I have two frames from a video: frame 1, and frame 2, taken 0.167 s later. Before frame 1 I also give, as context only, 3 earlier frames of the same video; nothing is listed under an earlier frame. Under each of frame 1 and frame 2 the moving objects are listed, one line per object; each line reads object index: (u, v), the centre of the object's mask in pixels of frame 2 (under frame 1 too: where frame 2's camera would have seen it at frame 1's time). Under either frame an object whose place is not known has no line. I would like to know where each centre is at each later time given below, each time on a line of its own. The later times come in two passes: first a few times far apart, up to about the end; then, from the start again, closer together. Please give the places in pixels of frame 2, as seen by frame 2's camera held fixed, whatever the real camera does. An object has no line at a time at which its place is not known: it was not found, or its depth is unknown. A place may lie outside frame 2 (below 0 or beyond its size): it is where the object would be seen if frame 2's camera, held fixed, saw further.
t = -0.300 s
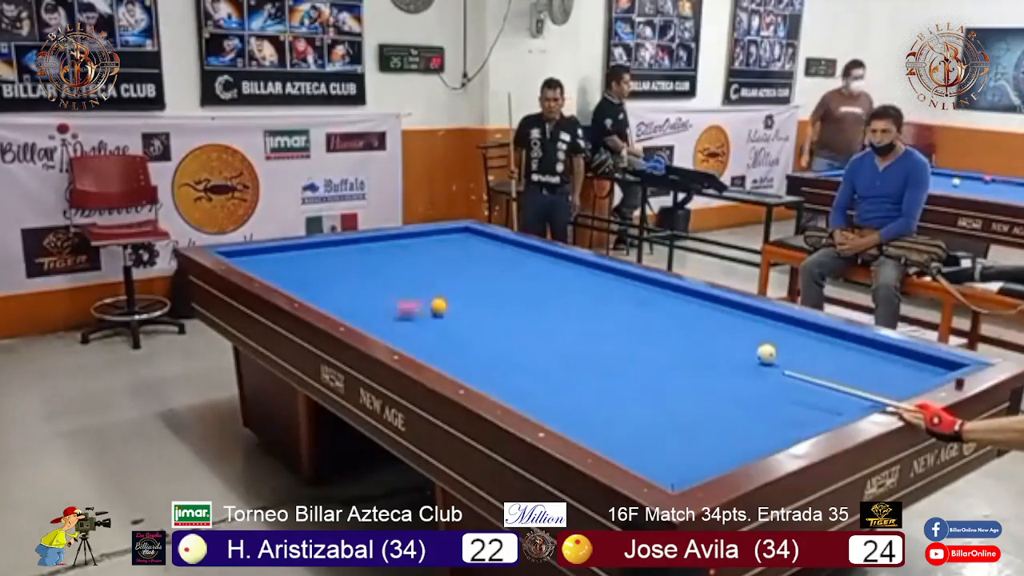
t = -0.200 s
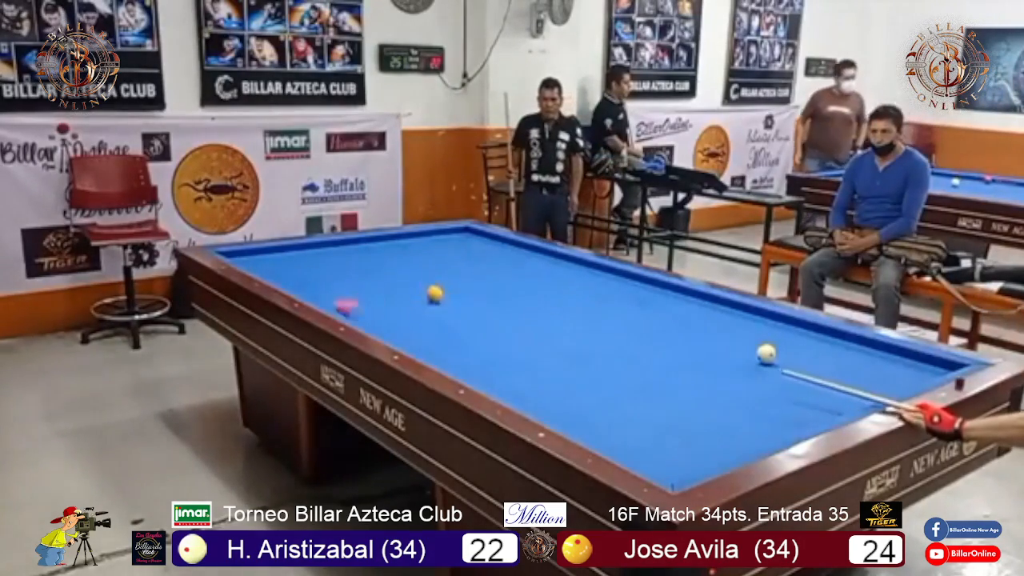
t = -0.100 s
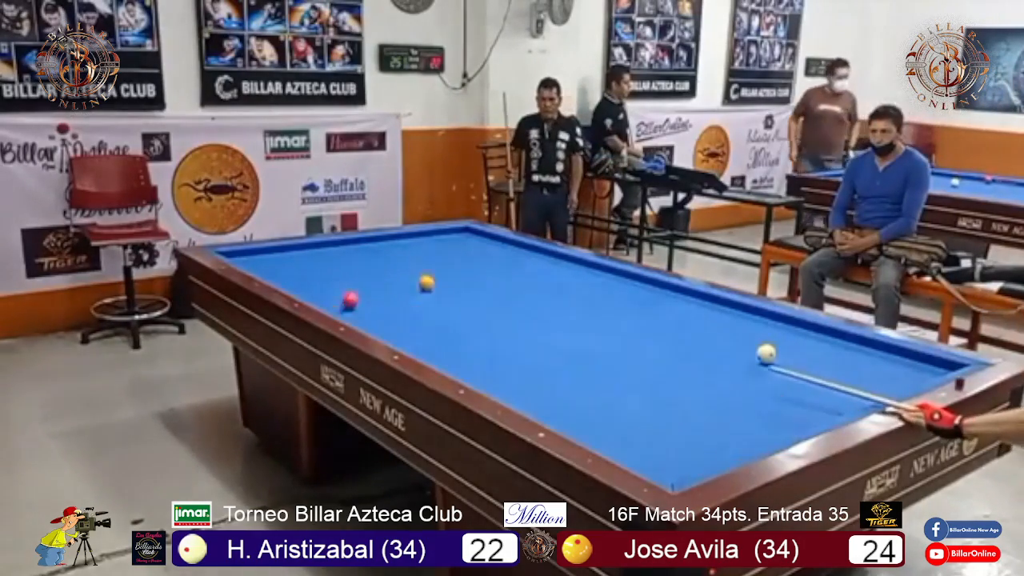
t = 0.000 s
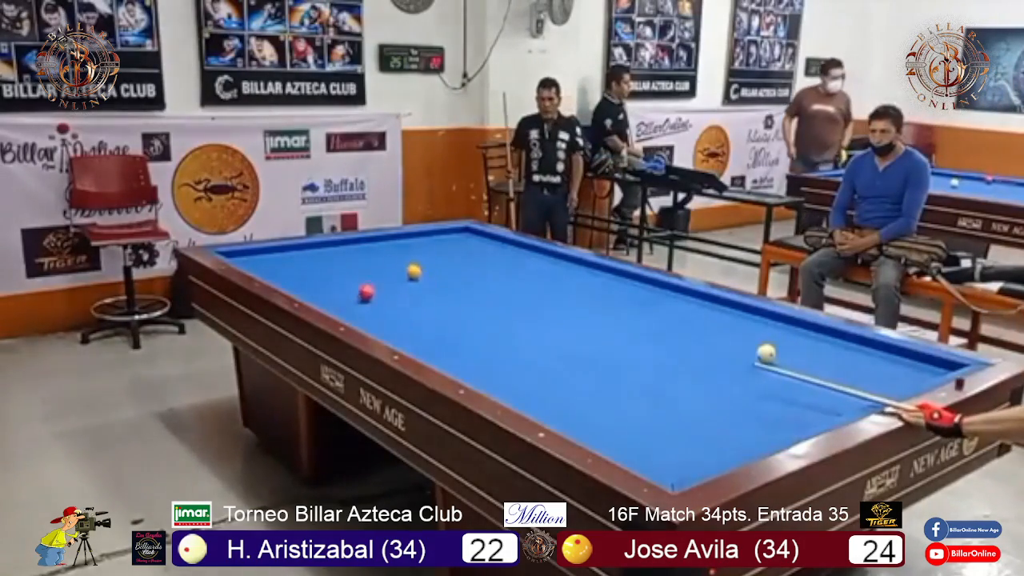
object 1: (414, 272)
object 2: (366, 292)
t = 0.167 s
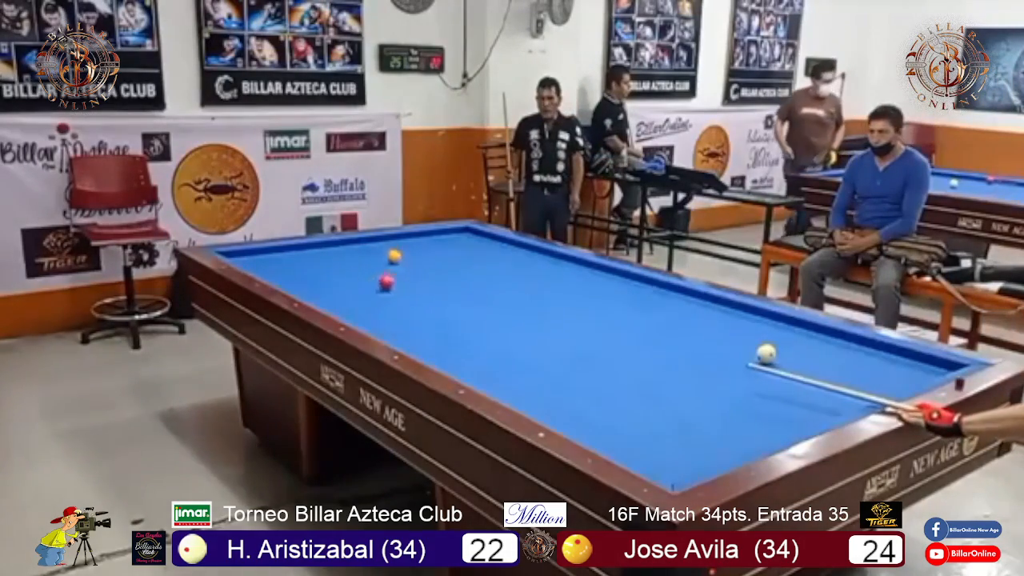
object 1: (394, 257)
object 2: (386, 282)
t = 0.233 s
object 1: (387, 251)
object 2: (394, 278)
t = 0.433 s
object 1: (377, 238)
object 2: (415, 267)
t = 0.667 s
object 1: (429, 247)
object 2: (437, 256)
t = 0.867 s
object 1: (473, 247)
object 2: (447, 252)
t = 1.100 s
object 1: (524, 244)
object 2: (456, 253)
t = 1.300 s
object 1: (510, 250)
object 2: (464, 253)
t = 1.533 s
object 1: (495, 256)
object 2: (471, 253)
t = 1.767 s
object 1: (479, 262)
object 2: (479, 251)
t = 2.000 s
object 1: (465, 268)
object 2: (484, 253)
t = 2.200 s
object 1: (450, 274)
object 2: (490, 253)
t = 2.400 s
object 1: (435, 280)
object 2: (494, 253)
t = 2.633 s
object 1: (416, 287)
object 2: (499, 253)
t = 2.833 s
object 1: (399, 295)
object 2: (503, 253)
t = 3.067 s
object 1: (377, 303)
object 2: (507, 253)
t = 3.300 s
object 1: (356, 311)
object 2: (510, 253)
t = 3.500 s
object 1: (359, 314)
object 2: (513, 253)
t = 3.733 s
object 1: (378, 314)
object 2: (515, 253)
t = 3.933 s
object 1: (395, 313)
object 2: (516, 253)
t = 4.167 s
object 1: (414, 313)
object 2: (517, 253)
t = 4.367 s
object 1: (428, 312)
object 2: (517, 253)
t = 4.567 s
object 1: (442, 312)
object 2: (518, 253)
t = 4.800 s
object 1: (458, 311)
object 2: (518, 253)
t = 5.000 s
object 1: (471, 311)
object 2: (518, 253)
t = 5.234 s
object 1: (485, 311)
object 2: (518, 253)
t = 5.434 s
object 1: (496, 311)
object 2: (518, 253)
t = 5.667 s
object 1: (508, 310)
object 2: (518, 253)
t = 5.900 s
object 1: (520, 310)
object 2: (518, 253)
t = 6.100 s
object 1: (530, 310)
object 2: (518, 253)
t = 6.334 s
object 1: (540, 309)
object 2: (518, 253)
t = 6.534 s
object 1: (548, 309)
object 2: (518, 253)
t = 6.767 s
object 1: (557, 309)
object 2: (518, 253)
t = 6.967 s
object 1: (563, 309)
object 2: (518, 253)
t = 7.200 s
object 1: (571, 308)
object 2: (518, 253)
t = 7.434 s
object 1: (578, 308)
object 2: (518, 253)
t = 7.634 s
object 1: (584, 308)
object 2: (518, 253)
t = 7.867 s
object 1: (589, 308)
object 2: (518, 253)
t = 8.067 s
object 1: (594, 308)
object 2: (518, 253)
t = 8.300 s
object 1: (598, 308)
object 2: (518, 253)
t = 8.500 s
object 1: (602, 308)
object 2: (518, 253)
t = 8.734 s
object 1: (605, 308)
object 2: (518, 253)
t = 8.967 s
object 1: (608, 308)
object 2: (518, 253)
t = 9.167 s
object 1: (609, 307)
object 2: (518, 253)
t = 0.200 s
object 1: (391, 254)
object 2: (390, 280)
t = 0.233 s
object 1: (387, 251)
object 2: (394, 278)
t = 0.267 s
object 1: (384, 248)
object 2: (398, 275)
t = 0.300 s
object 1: (380, 245)
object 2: (401, 274)
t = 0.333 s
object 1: (377, 243)
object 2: (405, 272)
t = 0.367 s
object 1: (374, 240)
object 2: (408, 270)
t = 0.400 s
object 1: (371, 238)
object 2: (412, 269)
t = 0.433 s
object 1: (377, 238)
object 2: (415, 267)
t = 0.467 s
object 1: (385, 239)
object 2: (418, 265)
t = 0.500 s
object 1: (393, 241)
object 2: (421, 264)
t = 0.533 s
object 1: (401, 242)
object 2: (424, 262)
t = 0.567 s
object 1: (408, 244)
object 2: (427, 260)
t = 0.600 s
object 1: (415, 245)
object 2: (431, 259)
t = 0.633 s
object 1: (422, 246)
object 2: (434, 257)
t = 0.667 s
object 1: (429, 247)
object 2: (437, 256)
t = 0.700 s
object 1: (435, 247)
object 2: (439, 255)
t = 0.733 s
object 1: (442, 248)
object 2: (442, 254)
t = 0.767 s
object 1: (450, 248)
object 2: (443, 252)
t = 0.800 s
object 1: (458, 248)
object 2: (445, 252)
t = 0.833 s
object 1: (465, 247)
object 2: (447, 252)
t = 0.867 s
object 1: (473, 247)
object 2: (447, 252)
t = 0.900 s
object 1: (481, 246)
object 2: (448, 253)
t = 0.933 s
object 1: (488, 246)
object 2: (450, 253)
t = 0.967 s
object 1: (495, 246)
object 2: (451, 253)
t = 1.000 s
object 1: (503, 245)
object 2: (453, 253)
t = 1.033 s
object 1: (510, 245)
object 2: (454, 253)
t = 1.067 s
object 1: (518, 244)
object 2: (455, 253)
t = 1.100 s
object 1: (524, 244)
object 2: (456, 253)
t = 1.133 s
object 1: (523, 244)
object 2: (458, 253)
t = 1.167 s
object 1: (520, 246)
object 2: (459, 252)
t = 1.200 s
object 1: (517, 247)
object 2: (460, 253)
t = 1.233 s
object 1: (514, 248)
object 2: (461, 253)
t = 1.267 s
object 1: (512, 249)
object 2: (463, 253)
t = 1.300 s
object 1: (510, 250)
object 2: (464, 253)
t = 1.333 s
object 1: (508, 251)
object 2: (465, 253)
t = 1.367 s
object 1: (506, 251)
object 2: (466, 253)
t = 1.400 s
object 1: (504, 252)
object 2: (467, 253)
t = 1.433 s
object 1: (502, 253)
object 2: (468, 253)
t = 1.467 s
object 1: (500, 254)
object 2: (469, 253)
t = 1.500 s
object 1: (497, 255)
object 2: (470, 253)
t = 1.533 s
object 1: (495, 256)
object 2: (471, 253)
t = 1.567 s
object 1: (493, 256)
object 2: (472, 253)
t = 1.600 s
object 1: (491, 257)
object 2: (473, 253)
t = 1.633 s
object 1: (488, 258)
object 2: (474, 253)
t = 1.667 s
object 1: (486, 259)
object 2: (475, 253)
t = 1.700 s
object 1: (484, 260)
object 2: (476, 253)
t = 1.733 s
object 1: (482, 261)
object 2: (477, 251)
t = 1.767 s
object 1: (479, 262)
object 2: (479, 251)
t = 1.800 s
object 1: (477, 263)
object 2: (479, 251)
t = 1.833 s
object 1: (475, 263)
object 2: (481, 252)
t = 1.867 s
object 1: (473, 265)
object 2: (482, 253)
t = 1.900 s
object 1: (470, 266)
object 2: (483, 253)
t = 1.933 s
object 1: (468, 267)
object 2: (483, 253)
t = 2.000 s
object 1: (465, 268)
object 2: (484, 253)
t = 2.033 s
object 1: (463, 268)
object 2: (485, 254)
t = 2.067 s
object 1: (460, 269)
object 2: (486, 253)
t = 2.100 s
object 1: (458, 270)
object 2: (487, 254)
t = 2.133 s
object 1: (456, 272)
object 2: (488, 253)
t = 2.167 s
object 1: (453, 273)
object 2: (489, 253)
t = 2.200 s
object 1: (450, 274)
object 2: (490, 253)
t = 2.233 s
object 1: (448, 275)
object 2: (490, 253)
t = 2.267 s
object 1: (445, 276)
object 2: (491, 253)
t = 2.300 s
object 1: (443, 277)
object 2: (492, 253)
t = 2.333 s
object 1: (440, 278)
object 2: (493, 253)
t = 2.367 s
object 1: (438, 279)
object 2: (494, 253)
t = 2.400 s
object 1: (435, 280)
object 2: (494, 253)
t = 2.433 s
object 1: (432, 281)
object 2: (495, 253)
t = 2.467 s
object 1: (429, 282)
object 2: (496, 253)
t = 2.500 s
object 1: (427, 283)
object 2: (497, 253)
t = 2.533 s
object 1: (424, 284)
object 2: (497, 253)
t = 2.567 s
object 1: (421, 285)
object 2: (498, 253)
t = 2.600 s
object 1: (419, 286)
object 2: (499, 253)
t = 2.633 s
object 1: (416, 287)
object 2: (499, 253)
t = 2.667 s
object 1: (413, 289)
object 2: (500, 253)
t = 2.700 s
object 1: (410, 290)
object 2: (501, 253)
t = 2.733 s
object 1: (408, 291)
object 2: (502, 253)
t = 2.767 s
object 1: (405, 292)
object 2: (502, 253)
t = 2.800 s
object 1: (401, 293)
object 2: (503, 253)
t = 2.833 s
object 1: (399, 295)
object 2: (503, 253)
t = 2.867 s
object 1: (396, 295)
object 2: (504, 253)
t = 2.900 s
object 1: (392, 297)
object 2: (504, 253)
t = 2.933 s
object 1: (390, 298)
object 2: (505, 253)
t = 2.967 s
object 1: (387, 299)
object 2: (505, 253)
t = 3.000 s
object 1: (384, 300)
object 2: (506, 253)
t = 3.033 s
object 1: (381, 301)
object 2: (506, 253)
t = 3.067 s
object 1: (377, 303)
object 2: (507, 253)
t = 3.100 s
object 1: (375, 304)
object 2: (508, 253)
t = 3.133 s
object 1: (371, 306)
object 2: (508, 253)
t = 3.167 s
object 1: (368, 307)
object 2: (509, 253)
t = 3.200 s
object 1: (366, 308)
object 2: (509, 253)
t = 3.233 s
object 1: (362, 309)
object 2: (510, 253)
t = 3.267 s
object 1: (359, 310)
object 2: (510, 253)
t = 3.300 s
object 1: (356, 311)
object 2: (510, 253)
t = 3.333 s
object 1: (353, 312)
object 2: (511, 253)
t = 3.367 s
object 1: (350, 311)
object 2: (511, 253)
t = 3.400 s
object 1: (349, 311)
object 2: (511, 253)
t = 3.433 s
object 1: (353, 313)
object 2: (512, 253)
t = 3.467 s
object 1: (356, 313)
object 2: (512, 253)
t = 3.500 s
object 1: (359, 314)
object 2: (513, 253)
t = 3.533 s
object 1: (361, 314)
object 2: (513, 253)
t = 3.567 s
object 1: (364, 314)
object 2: (513, 253)
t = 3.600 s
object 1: (367, 315)
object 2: (514, 253)
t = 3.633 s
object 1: (370, 315)
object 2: (514, 253)
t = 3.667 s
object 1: (372, 314)
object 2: (514, 253)
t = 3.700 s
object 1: (375, 314)
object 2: (515, 253)
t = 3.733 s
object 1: (378, 314)
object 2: (515, 253)
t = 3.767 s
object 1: (380, 314)
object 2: (515, 253)
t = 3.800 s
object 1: (384, 314)
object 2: (515, 253)
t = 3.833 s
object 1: (387, 314)
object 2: (515, 253)
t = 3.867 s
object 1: (389, 314)
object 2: (516, 253)
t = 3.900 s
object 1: (392, 313)
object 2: (516, 253)
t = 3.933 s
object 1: (395, 313)
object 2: (516, 253)
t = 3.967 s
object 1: (398, 313)
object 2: (516, 253)
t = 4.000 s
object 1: (400, 313)
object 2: (516, 253)
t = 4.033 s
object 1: (403, 313)
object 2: (516, 253)
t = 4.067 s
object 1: (406, 313)
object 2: (517, 253)
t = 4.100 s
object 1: (408, 313)
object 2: (517, 253)
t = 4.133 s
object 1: (411, 313)
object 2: (517, 253)
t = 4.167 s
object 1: (414, 313)
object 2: (517, 253)
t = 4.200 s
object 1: (416, 313)
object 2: (518, 253)
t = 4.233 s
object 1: (418, 313)
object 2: (517, 253)
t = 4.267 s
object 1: (421, 312)
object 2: (517, 253)
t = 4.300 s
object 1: (423, 313)
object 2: (517, 253)
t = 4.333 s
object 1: (426, 313)
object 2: (517, 253)
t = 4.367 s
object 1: (428, 312)
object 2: (517, 253)
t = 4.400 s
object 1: (430, 312)
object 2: (517, 253)
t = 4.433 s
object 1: (433, 312)
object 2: (517, 253)
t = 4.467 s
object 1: (435, 312)
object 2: (518, 253)
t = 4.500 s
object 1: (437, 312)
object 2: (518, 253)
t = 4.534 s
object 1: (440, 312)
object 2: (518, 253)
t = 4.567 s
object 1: (442, 312)
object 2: (518, 253)
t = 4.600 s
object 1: (445, 312)
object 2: (518, 253)
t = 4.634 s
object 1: (447, 312)
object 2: (518, 253)
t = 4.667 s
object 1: (449, 312)
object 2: (518, 253)
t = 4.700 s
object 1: (451, 312)
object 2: (518, 253)
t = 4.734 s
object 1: (454, 312)
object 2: (518, 253)
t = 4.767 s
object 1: (456, 312)
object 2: (518, 253)
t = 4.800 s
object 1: (458, 311)
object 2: (518, 253)
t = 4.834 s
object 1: (460, 311)
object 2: (518, 253)
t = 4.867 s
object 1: (462, 311)
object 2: (518, 253)
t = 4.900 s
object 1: (464, 311)
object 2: (518, 253)
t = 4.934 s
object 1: (466, 311)
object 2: (518, 253)
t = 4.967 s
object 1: (468, 311)
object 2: (518, 253)
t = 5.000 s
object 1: (471, 311)
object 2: (518, 253)
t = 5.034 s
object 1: (473, 311)
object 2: (518, 253)
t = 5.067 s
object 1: (475, 311)
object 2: (518, 253)
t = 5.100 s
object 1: (476, 311)
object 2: (518, 253)
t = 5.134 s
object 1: (478, 311)
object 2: (518, 253)
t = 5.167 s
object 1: (481, 311)
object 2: (518, 253)
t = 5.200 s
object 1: (483, 311)
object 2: (518, 253)
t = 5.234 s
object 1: (485, 311)
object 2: (518, 253)
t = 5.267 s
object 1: (487, 311)
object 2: (518, 253)
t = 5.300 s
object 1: (489, 311)
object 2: (518, 253)
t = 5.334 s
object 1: (491, 311)
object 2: (518, 253)
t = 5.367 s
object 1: (492, 311)
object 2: (518, 253)
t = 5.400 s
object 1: (495, 311)
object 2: (518, 253)
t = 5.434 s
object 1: (496, 311)
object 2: (518, 253)
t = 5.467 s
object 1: (498, 311)
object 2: (518, 253)
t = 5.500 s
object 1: (500, 310)
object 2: (518, 253)
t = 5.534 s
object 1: (501, 310)
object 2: (518, 253)
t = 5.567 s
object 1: (503, 310)
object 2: (518, 253)
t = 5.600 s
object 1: (505, 310)
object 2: (518, 253)
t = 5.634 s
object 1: (507, 310)
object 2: (518, 253)
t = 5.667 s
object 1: (508, 310)
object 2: (518, 253)
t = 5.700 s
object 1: (510, 310)
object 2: (518, 253)
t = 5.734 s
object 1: (512, 310)
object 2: (518, 253)
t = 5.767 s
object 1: (514, 310)
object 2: (518, 253)
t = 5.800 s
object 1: (515, 310)
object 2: (518, 253)
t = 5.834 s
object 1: (517, 310)
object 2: (518, 253)
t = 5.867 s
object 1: (518, 310)
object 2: (518, 253)
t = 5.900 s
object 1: (520, 310)
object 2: (518, 253)
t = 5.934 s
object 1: (522, 310)
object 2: (518, 253)
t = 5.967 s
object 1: (524, 310)
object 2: (518, 253)
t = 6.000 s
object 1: (525, 310)
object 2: (518, 253)
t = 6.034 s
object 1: (527, 310)
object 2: (518, 253)
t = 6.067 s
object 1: (528, 310)
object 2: (518, 253)
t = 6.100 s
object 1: (530, 310)
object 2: (518, 253)
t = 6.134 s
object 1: (531, 310)
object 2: (518, 253)
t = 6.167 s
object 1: (533, 309)
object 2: (518, 253)
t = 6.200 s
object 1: (534, 309)
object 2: (518, 253)
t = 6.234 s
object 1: (536, 309)
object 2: (518, 253)
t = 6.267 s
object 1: (537, 309)
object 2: (518, 253)
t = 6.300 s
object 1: (538, 309)
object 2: (518, 253)
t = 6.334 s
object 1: (540, 309)
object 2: (518, 253)
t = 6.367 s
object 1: (542, 309)
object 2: (518, 253)
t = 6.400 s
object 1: (543, 309)
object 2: (518, 253)
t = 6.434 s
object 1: (545, 309)
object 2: (518, 253)
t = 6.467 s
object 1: (546, 309)
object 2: (518, 253)
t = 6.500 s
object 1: (547, 309)
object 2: (518, 253)
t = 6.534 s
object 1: (548, 309)
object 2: (518, 253)
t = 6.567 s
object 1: (550, 309)
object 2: (518, 253)
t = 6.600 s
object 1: (551, 309)
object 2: (518, 253)
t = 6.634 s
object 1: (553, 309)
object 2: (518, 253)
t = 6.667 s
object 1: (554, 309)
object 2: (518, 253)
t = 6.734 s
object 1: (556, 309)
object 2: (518, 253)
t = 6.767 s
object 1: (557, 309)
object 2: (518, 253)
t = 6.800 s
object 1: (559, 309)
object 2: (518, 253)
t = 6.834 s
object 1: (560, 309)
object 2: (518, 253)
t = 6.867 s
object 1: (561, 308)
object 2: (518, 253)
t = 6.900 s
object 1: (562, 309)
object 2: (518, 253)
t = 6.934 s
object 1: (562, 309)
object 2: (518, 253)
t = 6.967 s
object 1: (563, 309)
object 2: (518, 253)
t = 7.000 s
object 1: (564, 309)
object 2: (518, 253)
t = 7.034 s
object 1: (565, 308)
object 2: (518, 253)
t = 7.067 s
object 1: (567, 308)
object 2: (518, 253)
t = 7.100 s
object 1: (568, 308)
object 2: (518, 253)
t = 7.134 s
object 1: (569, 308)
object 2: (518, 253)
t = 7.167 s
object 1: (570, 308)
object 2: (518, 253)
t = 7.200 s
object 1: (571, 308)
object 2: (518, 253)
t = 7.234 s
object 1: (573, 308)
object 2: (518, 253)
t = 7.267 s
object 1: (574, 308)
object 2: (518, 253)
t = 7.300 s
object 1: (574, 308)
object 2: (518, 253)
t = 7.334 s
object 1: (575, 308)
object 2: (518, 253)
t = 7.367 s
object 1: (576, 308)
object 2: (518, 253)
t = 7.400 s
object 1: (577, 308)
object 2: (518, 253)
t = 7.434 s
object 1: (578, 308)
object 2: (518, 253)
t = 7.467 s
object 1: (579, 308)
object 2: (518, 253)
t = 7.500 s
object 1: (580, 308)
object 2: (518, 253)
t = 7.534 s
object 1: (581, 308)
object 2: (518, 253)
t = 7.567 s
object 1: (582, 308)
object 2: (518, 253)
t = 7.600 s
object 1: (583, 308)
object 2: (518, 253)
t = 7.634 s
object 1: (584, 308)
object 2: (518, 253)
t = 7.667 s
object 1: (585, 308)
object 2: (518, 253)
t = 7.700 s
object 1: (585, 308)
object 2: (518, 253)
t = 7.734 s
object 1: (586, 308)
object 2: (518, 253)
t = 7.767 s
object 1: (587, 308)
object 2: (518, 253)
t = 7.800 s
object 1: (588, 308)
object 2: (518, 253)
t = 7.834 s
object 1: (589, 308)
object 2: (518, 253)
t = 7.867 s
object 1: (589, 308)
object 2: (518, 253)
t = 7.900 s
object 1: (591, 308)
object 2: (518, 253)
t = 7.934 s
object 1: (591, 308)
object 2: (518, 253)
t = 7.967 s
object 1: (592, 308)
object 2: (518, 253)
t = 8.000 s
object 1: (593, 308)
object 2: (518, 253)
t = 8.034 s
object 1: (593, 308)
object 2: (518, 253)
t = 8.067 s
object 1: (594, 308)
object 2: (518, 253)
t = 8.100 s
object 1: (595, 308)
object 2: (518, 253)
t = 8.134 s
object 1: (595, 308)
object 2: (518, 253)
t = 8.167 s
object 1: (596, 308)
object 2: (518, 253)
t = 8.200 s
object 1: (597, 308)
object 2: (518, 253)
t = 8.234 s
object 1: (597, 308)
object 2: (518, 253)
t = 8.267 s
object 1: (598, 308)
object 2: (518, 253)
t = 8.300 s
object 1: (598, 308)
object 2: (518, 253)
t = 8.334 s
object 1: (599, 307)
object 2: (518, 253)
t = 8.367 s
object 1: (600, 308)
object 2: (518, 253)
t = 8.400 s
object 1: (600, 307)
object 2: (518, 253)
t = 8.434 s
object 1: (601, 308)
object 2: (518, 253)
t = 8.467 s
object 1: (602, 308)
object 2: (518, 253)
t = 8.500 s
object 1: (602, 308)
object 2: (518, 253)
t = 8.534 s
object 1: (603, 308)
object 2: (518, 253)
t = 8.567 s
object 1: (603, 308)
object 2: (518, 253)
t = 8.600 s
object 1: (604, 308)
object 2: (518, 253)
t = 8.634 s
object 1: (604, 308)
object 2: (518, 253)
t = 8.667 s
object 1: (605, 308)
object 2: (518, 253)
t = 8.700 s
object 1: (605, 308)
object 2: (518, 253)
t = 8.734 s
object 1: (605, 308)
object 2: (518, 253)
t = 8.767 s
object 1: (605, 307)
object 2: (518, 253)
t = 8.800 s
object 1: (606, 308)
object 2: (518, 253)
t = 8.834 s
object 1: (606, 307)
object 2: (518, 253)
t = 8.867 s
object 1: (607, 307)
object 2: (518, 253)
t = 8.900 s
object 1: (607, 307)
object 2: (518, 253)
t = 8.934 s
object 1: (607, 308)
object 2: (518, 253)
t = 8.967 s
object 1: (608, 308)
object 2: (518, 253)
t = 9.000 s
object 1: (608, 308)
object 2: (518, 253)
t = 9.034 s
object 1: (608, 308)
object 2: (518, 253)
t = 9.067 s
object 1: (608, 308)
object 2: (518, 253)
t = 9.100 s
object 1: (609, 307)
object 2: (518, 253)
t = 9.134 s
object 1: (609, 307)
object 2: (518, 253)
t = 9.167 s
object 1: (609, 307)
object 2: (518, 253)
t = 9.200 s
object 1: (609, 307)
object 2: (518, 253)
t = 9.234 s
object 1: (610, 307)
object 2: (518, 253)
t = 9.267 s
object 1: (610, 307)
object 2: (518, 253)
